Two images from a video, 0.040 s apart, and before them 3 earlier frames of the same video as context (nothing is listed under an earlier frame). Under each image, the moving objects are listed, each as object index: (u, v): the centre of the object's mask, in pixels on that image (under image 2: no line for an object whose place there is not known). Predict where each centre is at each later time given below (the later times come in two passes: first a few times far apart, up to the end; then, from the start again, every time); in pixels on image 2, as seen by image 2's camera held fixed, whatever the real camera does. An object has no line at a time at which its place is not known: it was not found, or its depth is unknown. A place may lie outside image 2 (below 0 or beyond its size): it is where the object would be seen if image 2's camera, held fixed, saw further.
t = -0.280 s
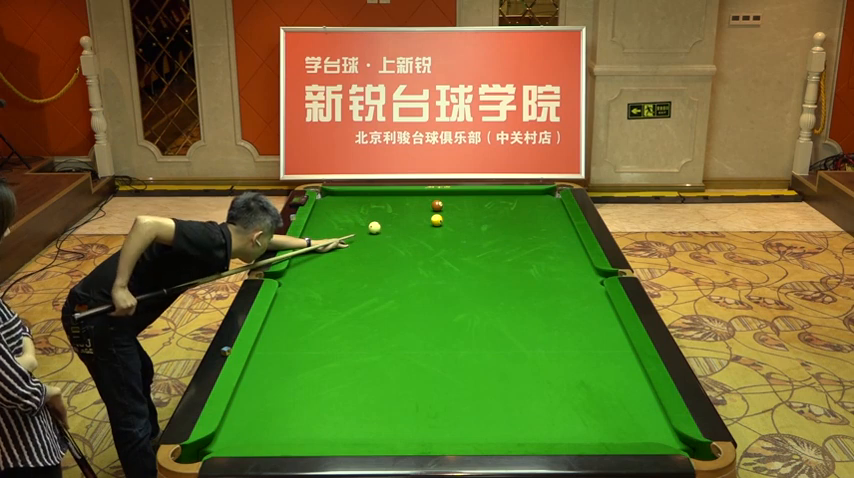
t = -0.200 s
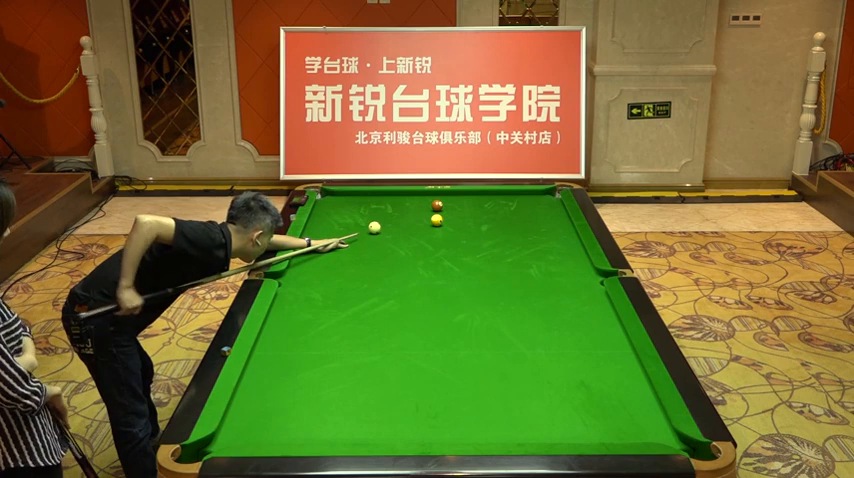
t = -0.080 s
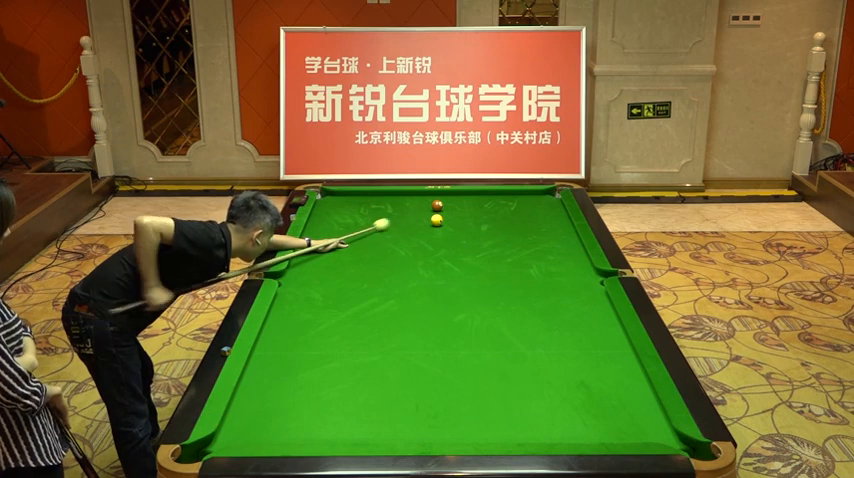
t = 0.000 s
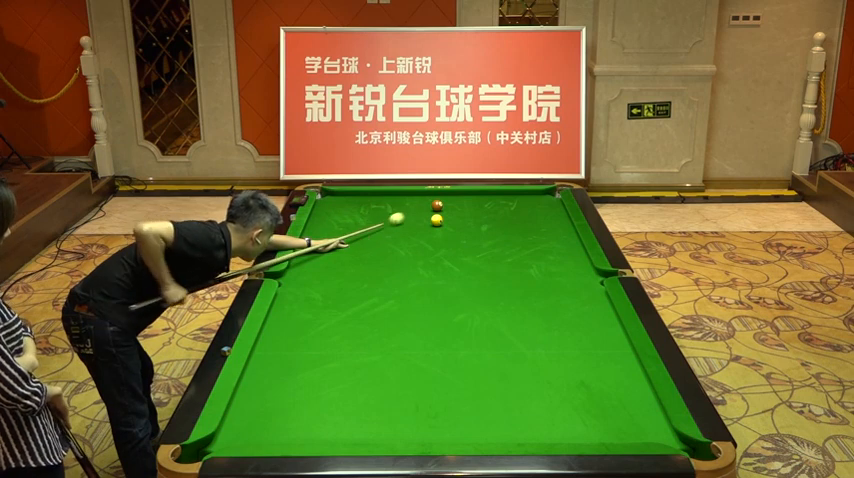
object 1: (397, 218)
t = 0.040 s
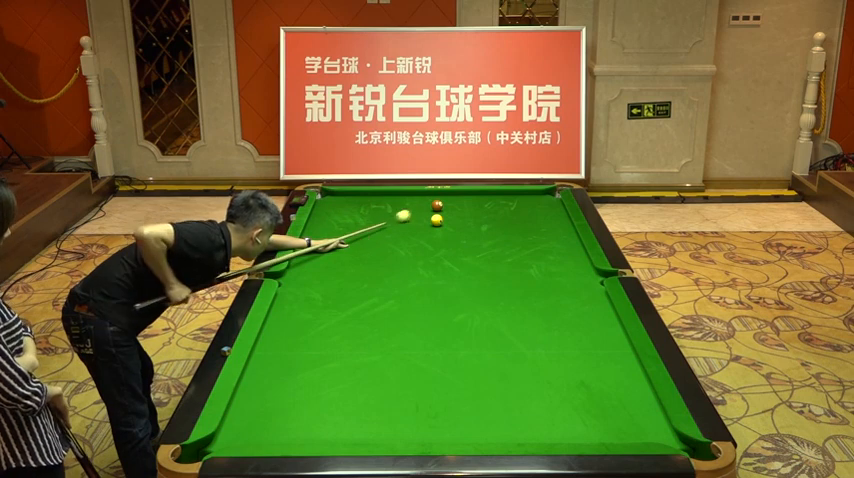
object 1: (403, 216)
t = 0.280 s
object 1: (424, 205)
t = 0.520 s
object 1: (423, 198)
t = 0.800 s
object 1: (420, 194)
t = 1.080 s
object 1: (413, 199)
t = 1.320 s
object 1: (406, 203)
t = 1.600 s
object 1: (400, 208)
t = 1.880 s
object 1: (393, 212)
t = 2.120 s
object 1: (388, 216)
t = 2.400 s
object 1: (383, 219)
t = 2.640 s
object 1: (379, 222)
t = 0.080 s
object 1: (409, 213)
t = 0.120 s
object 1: (415, 211)
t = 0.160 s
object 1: (419, 209)
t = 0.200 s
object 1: (424, 207)
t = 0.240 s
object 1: (425, 206)
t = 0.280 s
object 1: (424, 205)
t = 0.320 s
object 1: (424, 203)
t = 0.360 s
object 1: (424, 202)
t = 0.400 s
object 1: (424, 201)
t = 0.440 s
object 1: (423, 200)
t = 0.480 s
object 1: (423, 199)
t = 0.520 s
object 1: (423, 198)
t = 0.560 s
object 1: (423, 196)
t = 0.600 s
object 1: (422, 195)
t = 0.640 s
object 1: (422, 194)
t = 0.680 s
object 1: (422, 193)
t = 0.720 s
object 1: (422, 192)
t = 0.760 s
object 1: (421, 193)
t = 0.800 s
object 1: (420, 194)
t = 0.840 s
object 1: (419, 195)
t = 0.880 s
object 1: (418, 195)
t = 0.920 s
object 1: (417, 196)
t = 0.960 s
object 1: (416, 197)
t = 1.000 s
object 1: (415, 197)
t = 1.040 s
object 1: (414, 198)
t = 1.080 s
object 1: (413, 199)
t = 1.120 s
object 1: (411, 200)
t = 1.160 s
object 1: (411, 200)
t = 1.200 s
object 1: (410, 201)
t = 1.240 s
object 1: (409, 202)
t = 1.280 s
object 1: (408, 202)
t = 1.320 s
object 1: (406, 203)
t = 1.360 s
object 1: (405, 204)
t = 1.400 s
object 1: (405, 205)
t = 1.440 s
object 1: (404, 205)
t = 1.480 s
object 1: (403, 206)
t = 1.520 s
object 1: (402, 207)
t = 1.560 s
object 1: (401, 207)
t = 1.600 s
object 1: (400, 208)
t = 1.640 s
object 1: (399, 209)
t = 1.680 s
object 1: (398, 209)
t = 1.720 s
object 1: (397, 210)
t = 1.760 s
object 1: (396, 210)
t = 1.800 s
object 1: (395, 211)
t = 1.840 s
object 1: (394, 212)
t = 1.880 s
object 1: (393, 212)
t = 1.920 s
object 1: (393, 213)
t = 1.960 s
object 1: (392, 213)
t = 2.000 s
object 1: (391, 214)
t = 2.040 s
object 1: (390, 215)
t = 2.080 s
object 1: (389, 215)
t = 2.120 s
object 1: (388, 216)
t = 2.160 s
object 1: (388, 216)
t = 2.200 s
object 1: (387, 217)
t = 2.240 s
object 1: (386, 217)
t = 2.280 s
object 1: (385, 218)
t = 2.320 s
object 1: (384, 218)
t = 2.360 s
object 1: (384, 219)
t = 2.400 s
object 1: (383, 219)
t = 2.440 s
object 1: (382, 220)
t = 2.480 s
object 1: (382, 220)
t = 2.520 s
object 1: (381, 221)
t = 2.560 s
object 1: (380, 221)
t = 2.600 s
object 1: (379, 222)
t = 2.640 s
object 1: (379, 222)
